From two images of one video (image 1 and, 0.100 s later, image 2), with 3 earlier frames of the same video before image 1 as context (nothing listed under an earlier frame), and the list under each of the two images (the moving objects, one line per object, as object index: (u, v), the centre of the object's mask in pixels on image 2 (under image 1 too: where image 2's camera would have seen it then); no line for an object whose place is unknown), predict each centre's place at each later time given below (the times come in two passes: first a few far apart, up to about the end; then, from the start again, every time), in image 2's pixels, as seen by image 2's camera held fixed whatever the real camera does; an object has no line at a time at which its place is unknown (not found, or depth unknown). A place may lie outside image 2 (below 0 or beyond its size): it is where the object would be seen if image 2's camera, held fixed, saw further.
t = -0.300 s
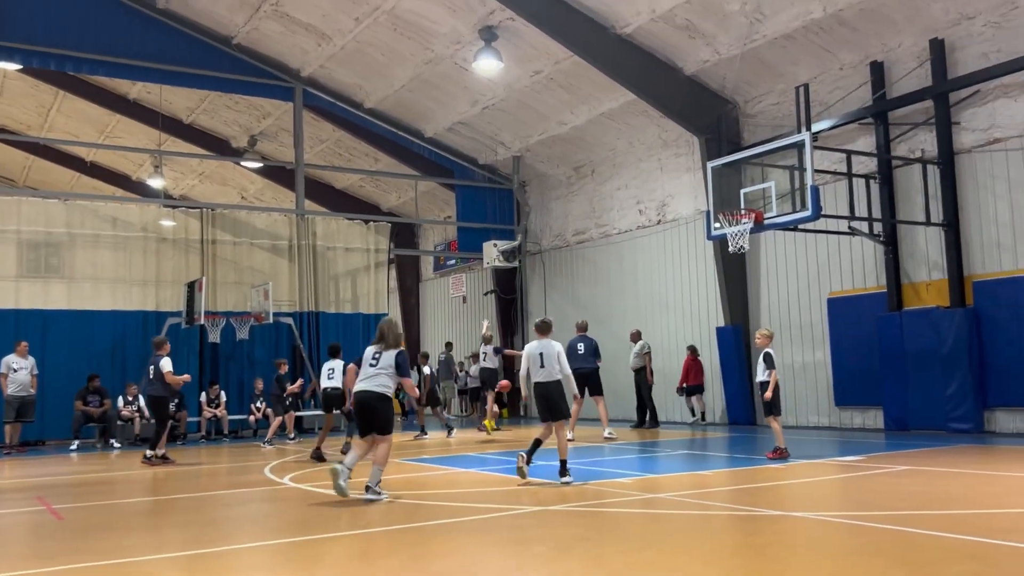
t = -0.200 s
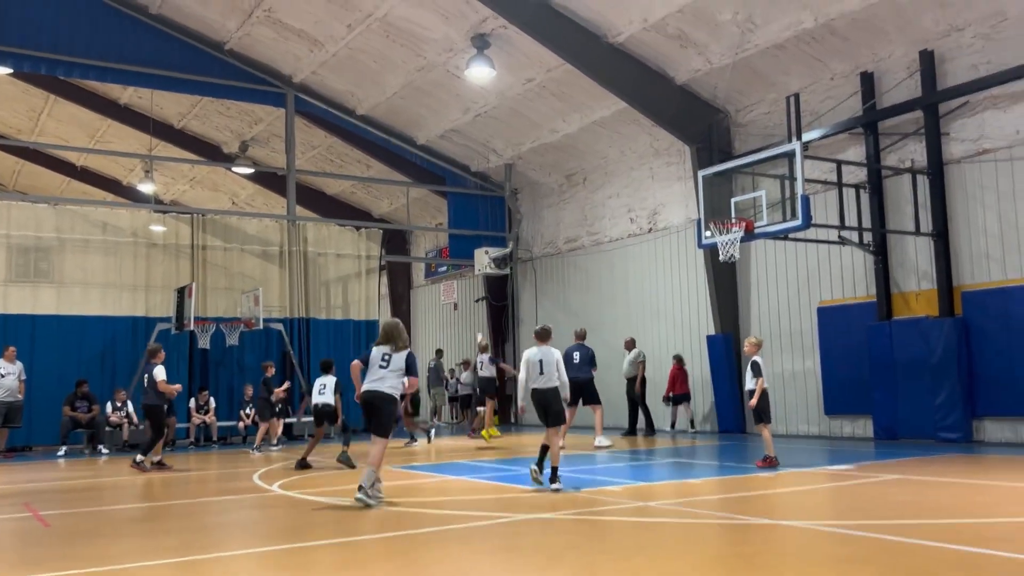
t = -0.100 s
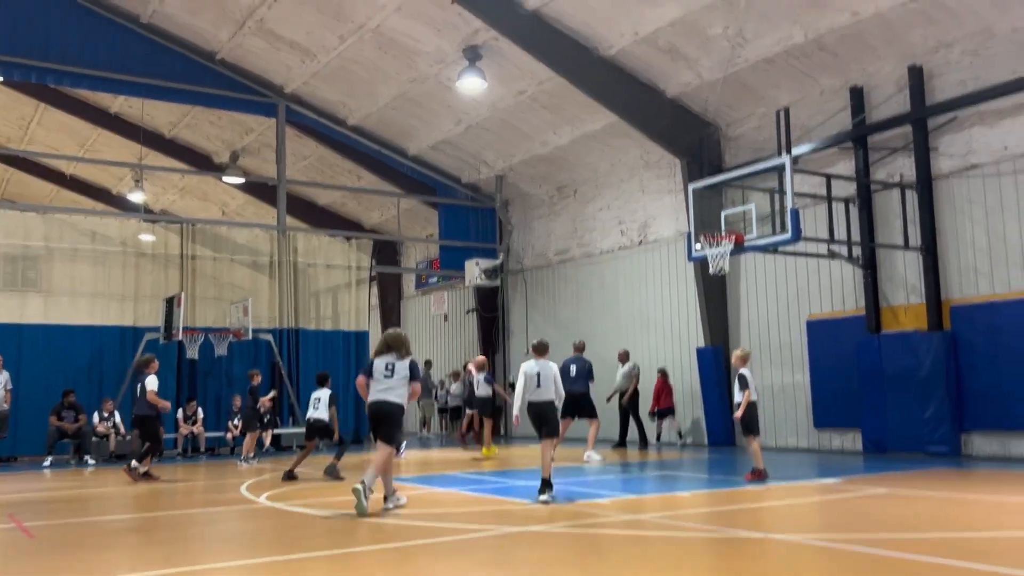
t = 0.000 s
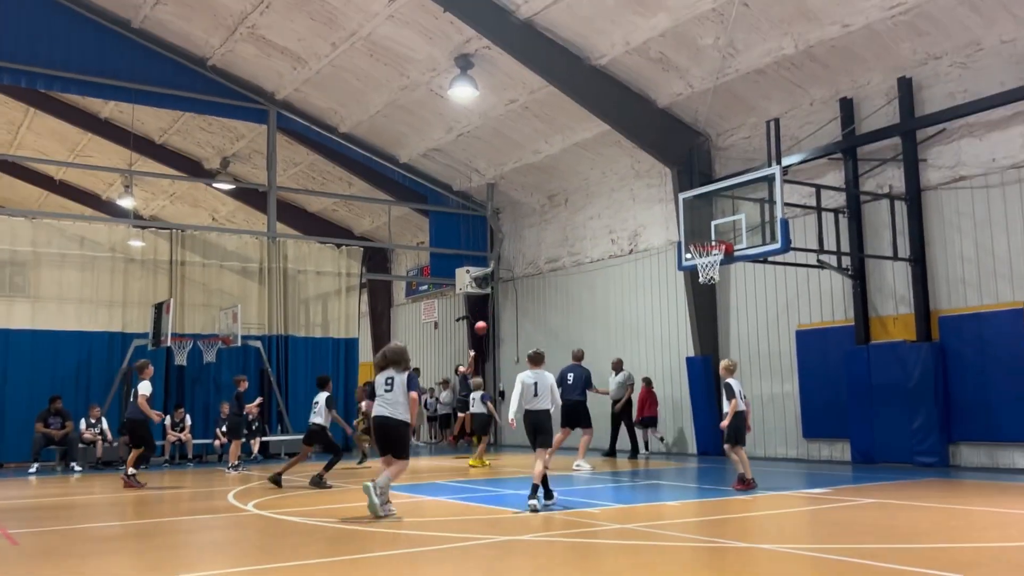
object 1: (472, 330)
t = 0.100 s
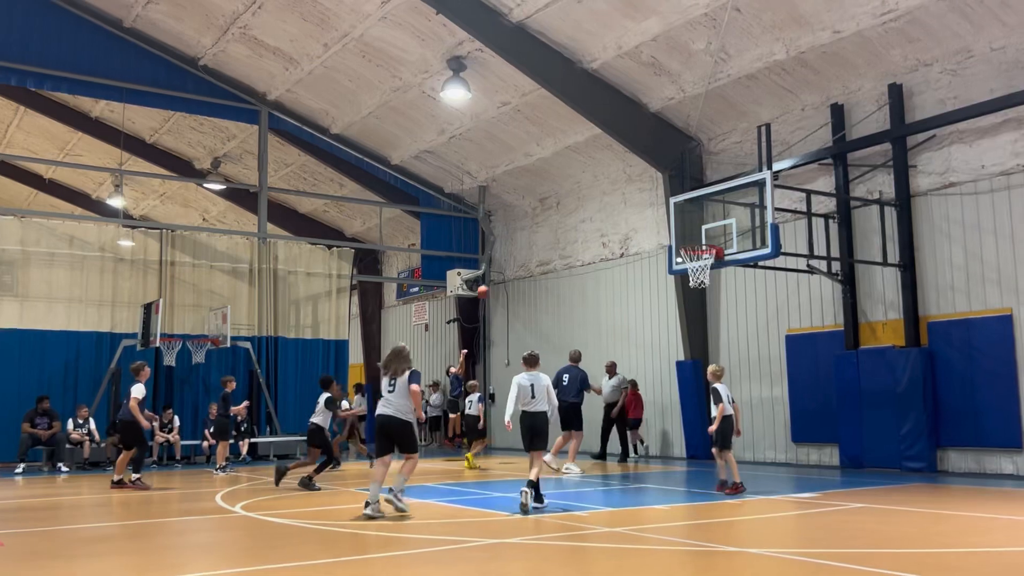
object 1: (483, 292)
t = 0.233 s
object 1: (499, 248)
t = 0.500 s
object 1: (532, 189)
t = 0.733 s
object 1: (566, 166)
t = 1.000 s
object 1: (609, 179)
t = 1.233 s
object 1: (653, 230)
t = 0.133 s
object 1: (487, 280)
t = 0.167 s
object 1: (491, 269)
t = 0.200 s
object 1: (495, 259)
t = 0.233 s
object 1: (499, 248)
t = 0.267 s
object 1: (503, 239)
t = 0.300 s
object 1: (507, 230)
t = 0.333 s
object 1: (512, 222)
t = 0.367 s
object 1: (516, 214)
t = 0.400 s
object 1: (520, 206)
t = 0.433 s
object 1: (524, 200)
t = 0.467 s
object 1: (528, 194)
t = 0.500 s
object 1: (532, 189)
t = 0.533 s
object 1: (537, 183)
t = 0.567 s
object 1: (542, 179)
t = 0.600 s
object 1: (547, 175)
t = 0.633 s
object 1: (551, 172)
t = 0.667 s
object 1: (556, 169)
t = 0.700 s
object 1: (562, 167)
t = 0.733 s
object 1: (566, 166)
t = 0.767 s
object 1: (572, 165)
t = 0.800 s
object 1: (577, 165)
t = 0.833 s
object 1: (582, 166)
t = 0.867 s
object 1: (587, 167)
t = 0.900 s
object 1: (593, 169)
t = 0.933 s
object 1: (598, 172)
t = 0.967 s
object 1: (604, 175)
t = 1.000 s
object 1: (609, 179)
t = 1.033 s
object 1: (615, 184)
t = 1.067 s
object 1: (621, 190)
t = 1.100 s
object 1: (627, 197)
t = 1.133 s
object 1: (632, 204)
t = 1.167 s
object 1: (640, 211)
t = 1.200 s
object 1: (646, 220)
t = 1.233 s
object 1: (653, 230)
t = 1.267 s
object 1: (660, 240)
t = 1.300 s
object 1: (667, 251)
